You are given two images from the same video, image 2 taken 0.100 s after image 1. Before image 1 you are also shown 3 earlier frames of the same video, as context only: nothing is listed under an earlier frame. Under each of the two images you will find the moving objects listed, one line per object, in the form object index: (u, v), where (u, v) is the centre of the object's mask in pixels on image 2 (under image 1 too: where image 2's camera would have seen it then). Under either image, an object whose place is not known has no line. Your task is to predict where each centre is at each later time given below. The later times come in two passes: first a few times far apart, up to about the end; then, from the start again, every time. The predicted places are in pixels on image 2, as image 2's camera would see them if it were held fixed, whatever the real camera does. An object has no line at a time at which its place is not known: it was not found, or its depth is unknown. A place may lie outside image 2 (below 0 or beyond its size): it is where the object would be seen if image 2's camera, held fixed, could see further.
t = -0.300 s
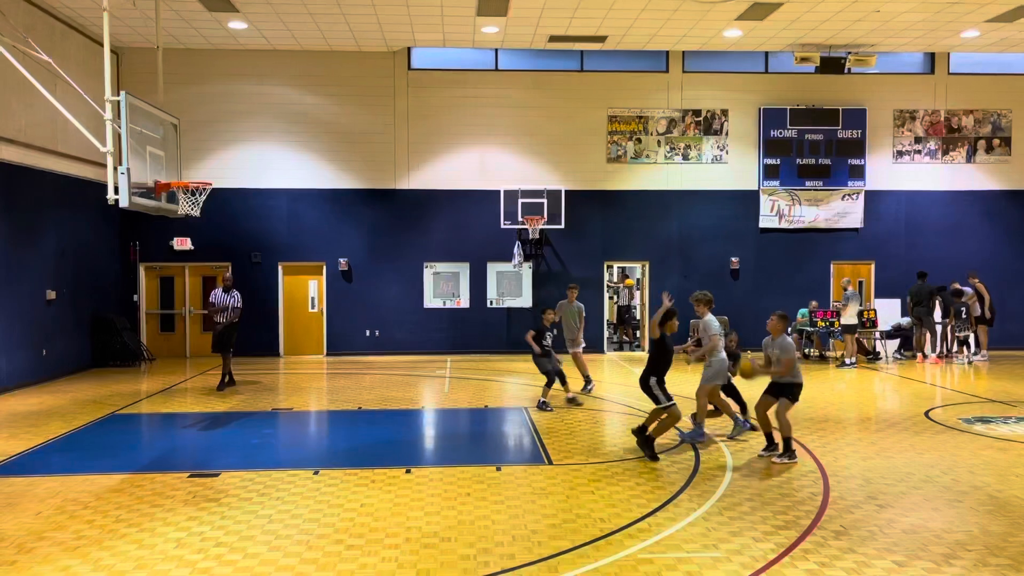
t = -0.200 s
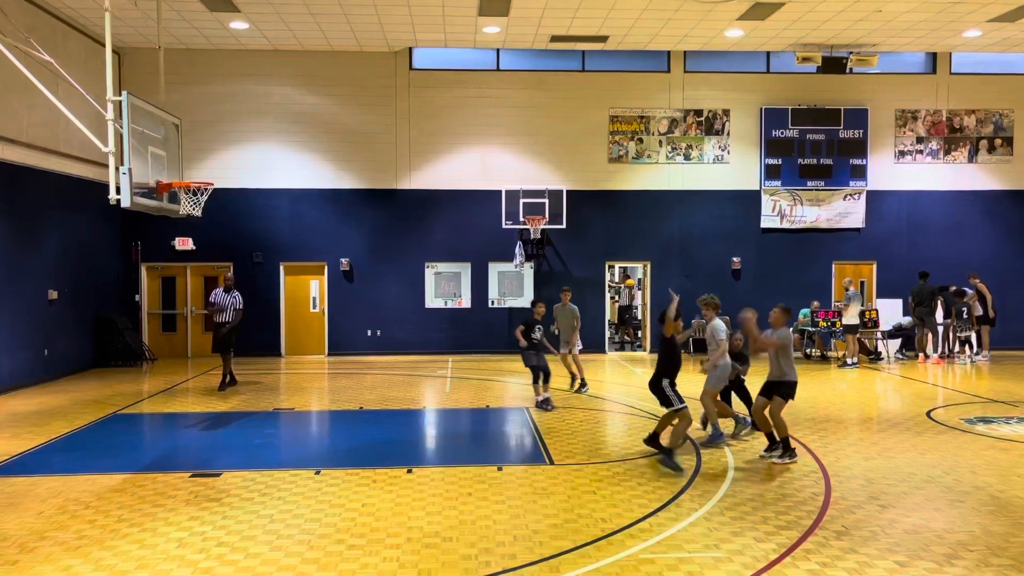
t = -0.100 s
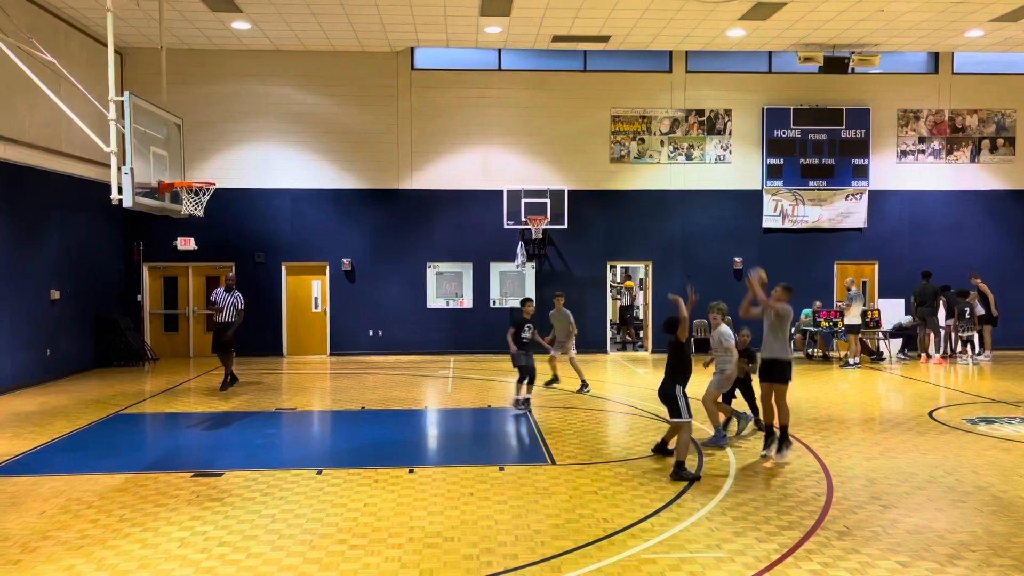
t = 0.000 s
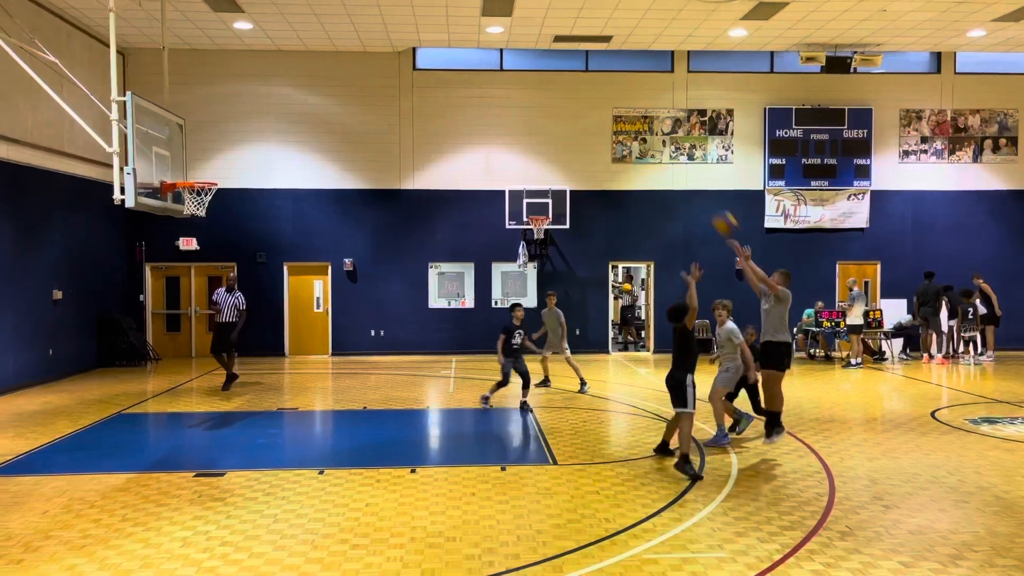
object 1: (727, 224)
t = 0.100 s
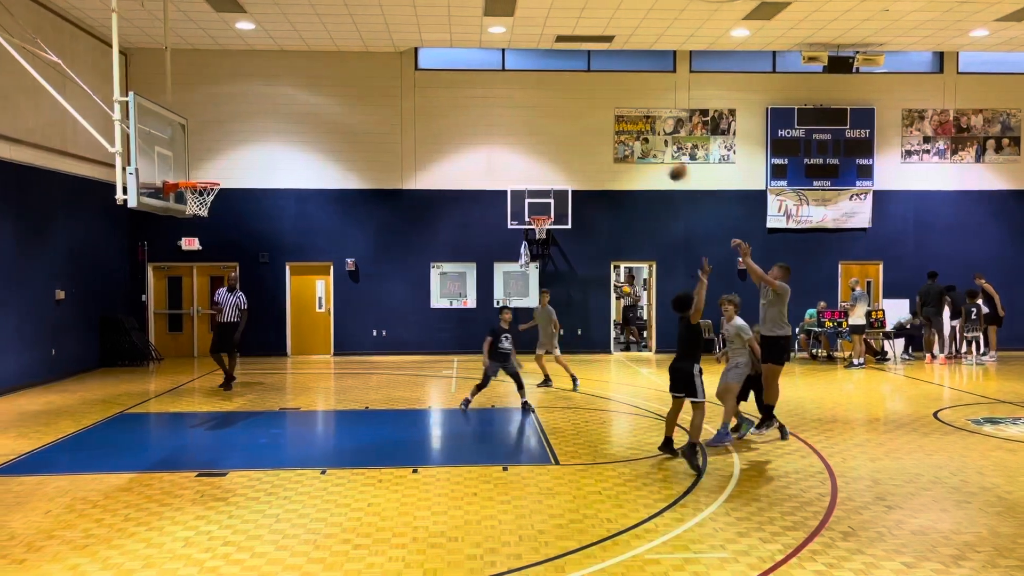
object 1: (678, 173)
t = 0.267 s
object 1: (599, 107)
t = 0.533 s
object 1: (481, 54)
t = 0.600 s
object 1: (452, 50)
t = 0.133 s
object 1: (663, 157)
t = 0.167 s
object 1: (646, 143)
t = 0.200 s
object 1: (630, 129)
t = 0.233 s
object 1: (614, 118)
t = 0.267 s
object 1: (599, 107)
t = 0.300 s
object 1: (582, 96)
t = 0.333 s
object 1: (567, 87)
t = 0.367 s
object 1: (553, 79)
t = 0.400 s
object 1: (539, 72)
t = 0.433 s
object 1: (525, 66)
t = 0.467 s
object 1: (511, 61)
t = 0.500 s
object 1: (496, 57)
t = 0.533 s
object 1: (481, 54)
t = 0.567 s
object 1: (466, 52)
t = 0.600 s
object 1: (452, 50)
